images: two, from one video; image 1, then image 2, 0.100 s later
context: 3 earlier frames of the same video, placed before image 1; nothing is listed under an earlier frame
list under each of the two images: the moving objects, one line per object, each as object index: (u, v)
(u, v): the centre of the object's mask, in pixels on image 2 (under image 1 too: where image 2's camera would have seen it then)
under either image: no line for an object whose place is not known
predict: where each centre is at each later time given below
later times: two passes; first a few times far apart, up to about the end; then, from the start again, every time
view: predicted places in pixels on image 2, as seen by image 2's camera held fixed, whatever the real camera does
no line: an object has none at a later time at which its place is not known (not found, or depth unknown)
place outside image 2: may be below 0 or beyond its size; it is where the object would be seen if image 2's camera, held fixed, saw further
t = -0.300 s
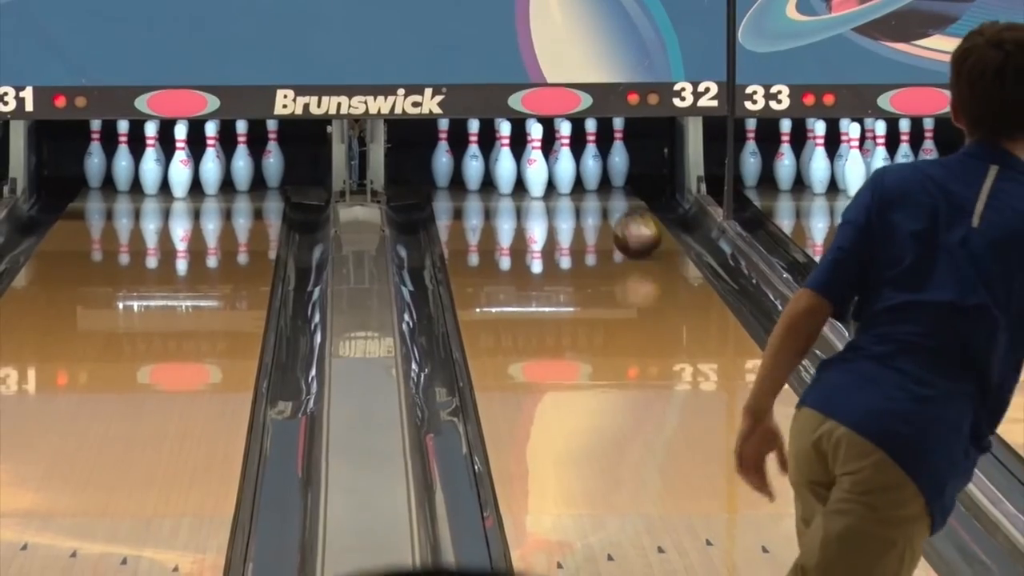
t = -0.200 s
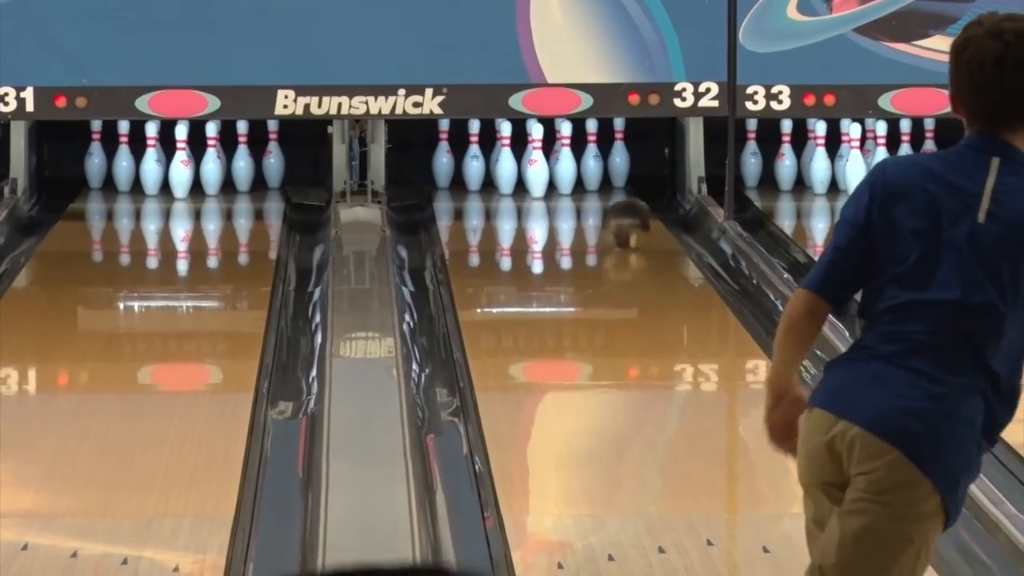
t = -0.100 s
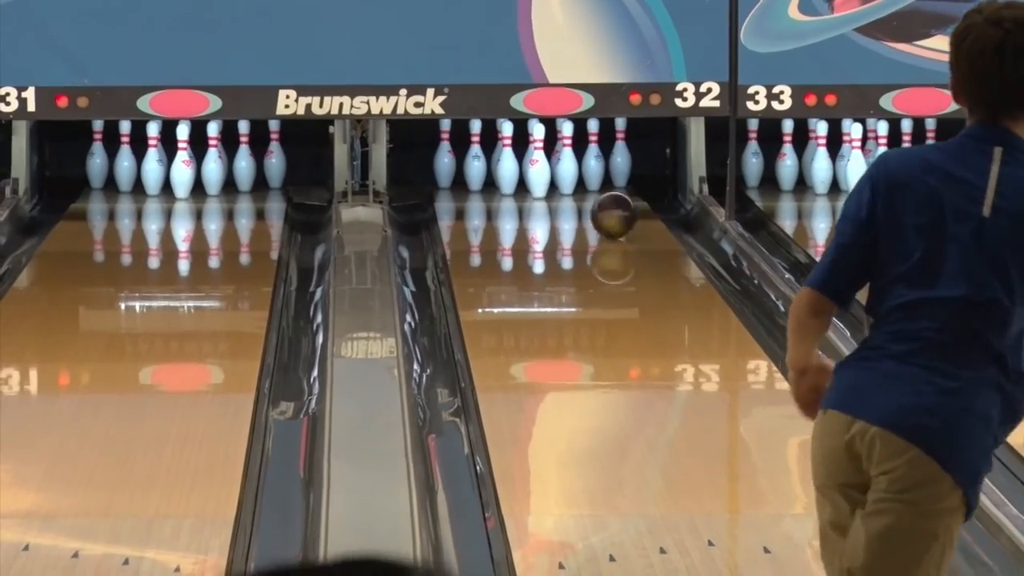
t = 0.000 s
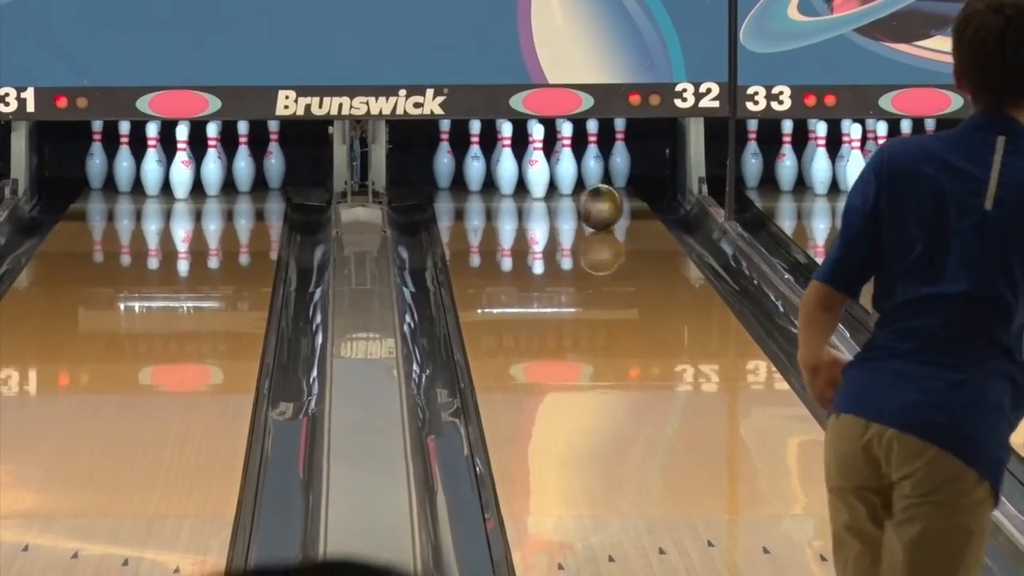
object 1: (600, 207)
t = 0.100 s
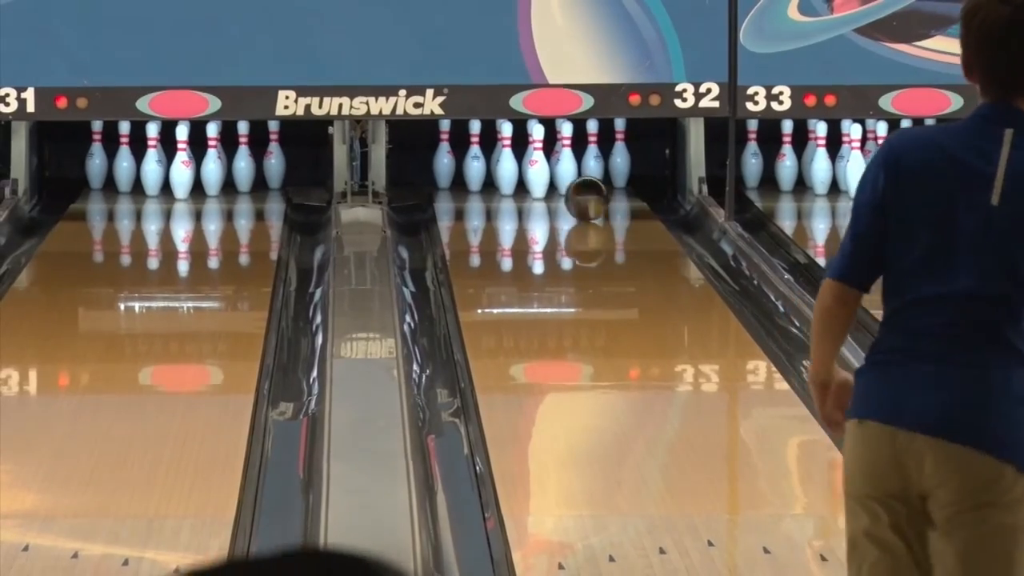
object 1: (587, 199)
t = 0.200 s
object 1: (573, 191)
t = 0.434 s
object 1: (552, 176)
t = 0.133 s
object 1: (582, 196)
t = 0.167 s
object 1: (578, 193)
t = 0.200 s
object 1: (573, 191)
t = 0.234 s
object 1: (568, 188)
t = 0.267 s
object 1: (564, 185)
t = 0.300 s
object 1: (559, 183)
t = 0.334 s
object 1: (555, 181)
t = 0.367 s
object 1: (553, 179)
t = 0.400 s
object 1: (554, 177)
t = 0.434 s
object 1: (552, 176)
